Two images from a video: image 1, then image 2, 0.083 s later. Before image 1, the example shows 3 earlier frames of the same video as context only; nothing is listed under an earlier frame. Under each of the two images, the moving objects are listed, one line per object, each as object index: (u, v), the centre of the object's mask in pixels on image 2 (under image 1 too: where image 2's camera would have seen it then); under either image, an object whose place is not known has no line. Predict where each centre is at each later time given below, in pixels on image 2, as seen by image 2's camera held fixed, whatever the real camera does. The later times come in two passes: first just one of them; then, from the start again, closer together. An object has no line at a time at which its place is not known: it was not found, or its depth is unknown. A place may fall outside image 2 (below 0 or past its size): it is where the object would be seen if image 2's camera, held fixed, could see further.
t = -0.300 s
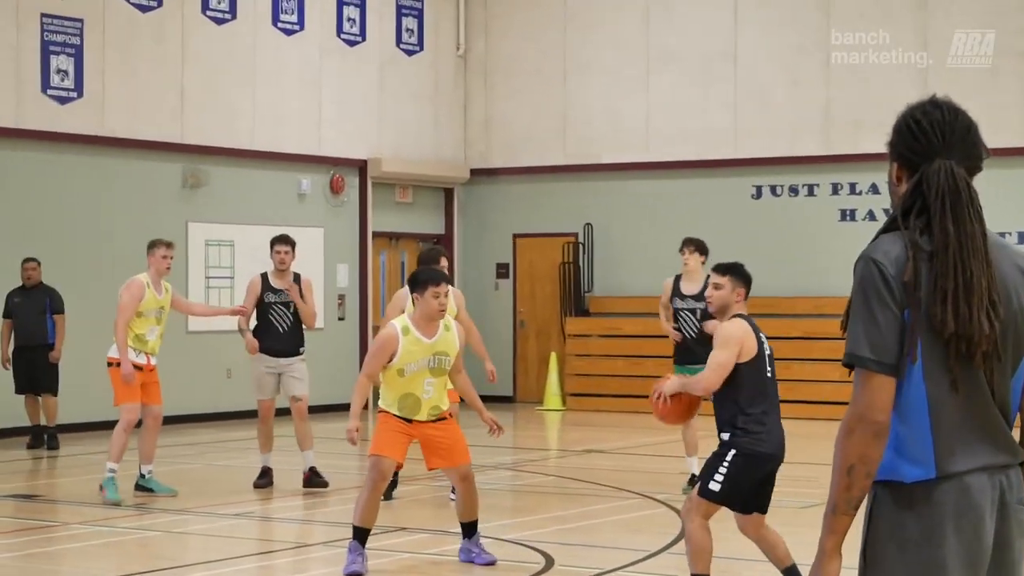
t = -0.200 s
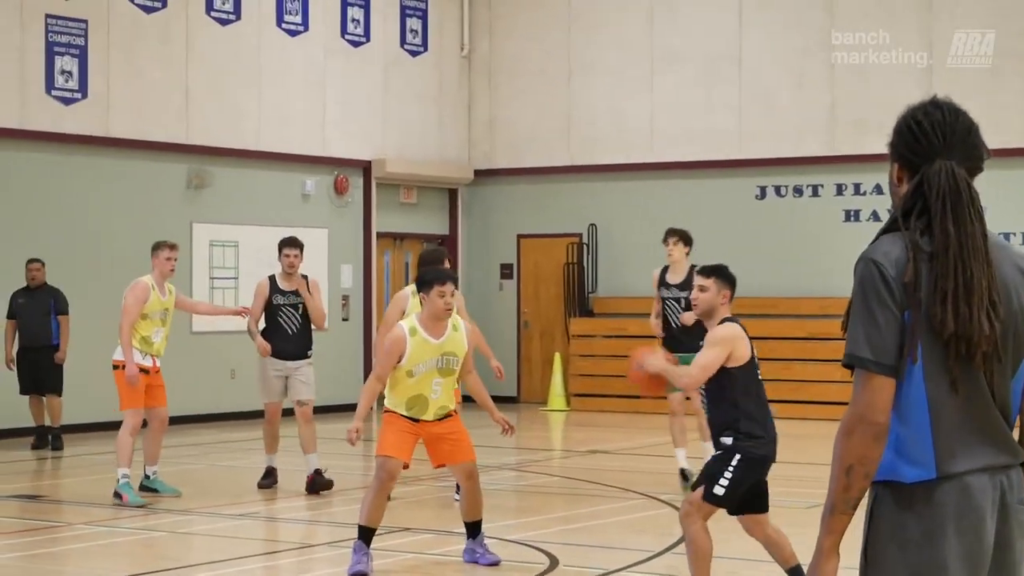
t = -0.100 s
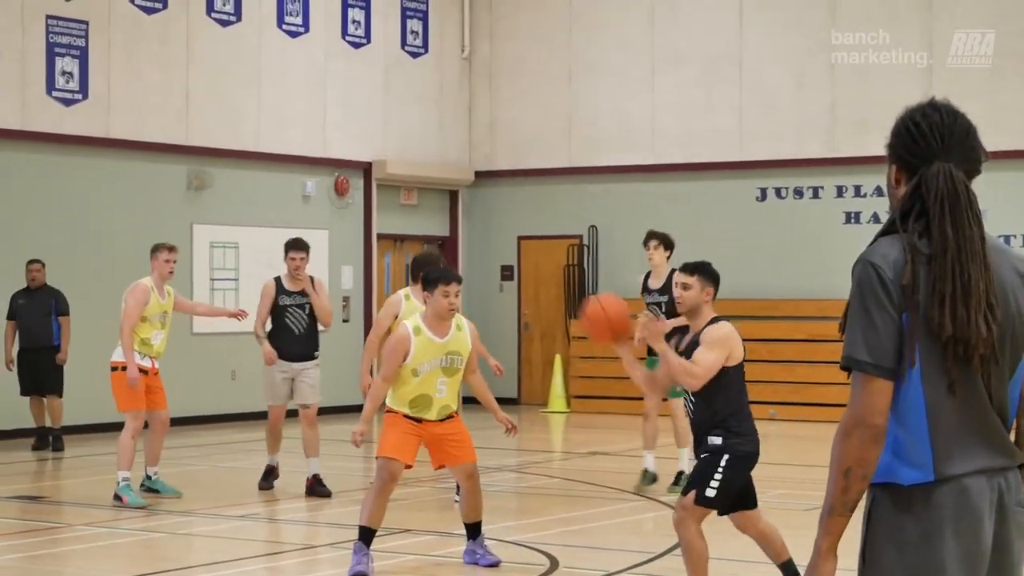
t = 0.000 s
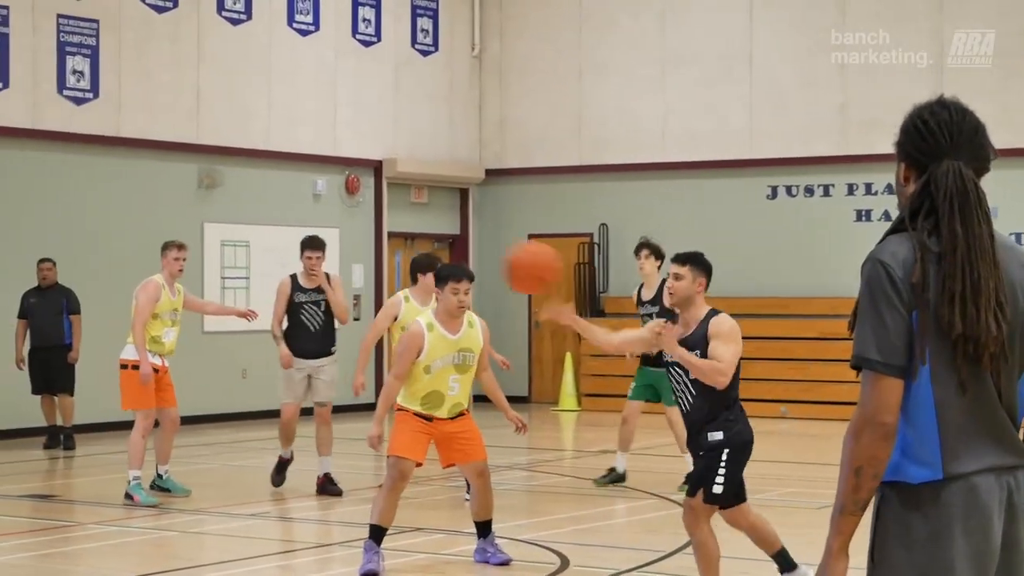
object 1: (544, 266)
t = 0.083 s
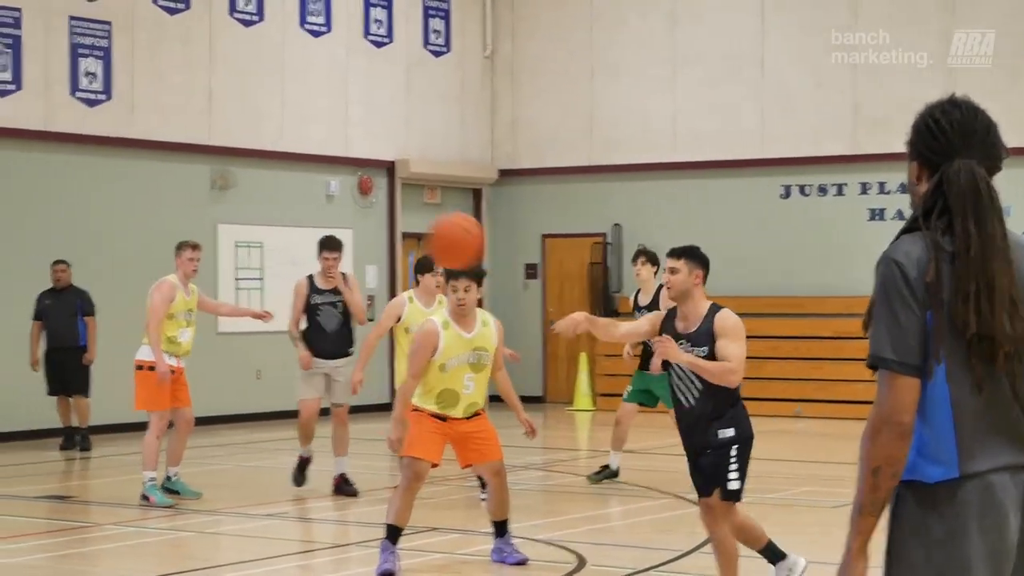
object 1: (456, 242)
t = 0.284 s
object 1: (211, 236)
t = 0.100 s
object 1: (438, 237)
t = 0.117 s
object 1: (418, 233)
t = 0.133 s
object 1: (399, 231)
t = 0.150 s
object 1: (378, 229)
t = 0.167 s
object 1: (358, 227)
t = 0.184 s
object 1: (337, 227)
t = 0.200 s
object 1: (318, 227)
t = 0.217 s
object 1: (296, 227)
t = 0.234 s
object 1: (275, 228)
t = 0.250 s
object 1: (254, 230)
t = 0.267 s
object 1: (234, 233)
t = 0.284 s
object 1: (211, 236)
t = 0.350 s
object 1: (117, 258)
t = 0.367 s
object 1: (91, 266)
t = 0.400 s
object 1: (38, 286)
